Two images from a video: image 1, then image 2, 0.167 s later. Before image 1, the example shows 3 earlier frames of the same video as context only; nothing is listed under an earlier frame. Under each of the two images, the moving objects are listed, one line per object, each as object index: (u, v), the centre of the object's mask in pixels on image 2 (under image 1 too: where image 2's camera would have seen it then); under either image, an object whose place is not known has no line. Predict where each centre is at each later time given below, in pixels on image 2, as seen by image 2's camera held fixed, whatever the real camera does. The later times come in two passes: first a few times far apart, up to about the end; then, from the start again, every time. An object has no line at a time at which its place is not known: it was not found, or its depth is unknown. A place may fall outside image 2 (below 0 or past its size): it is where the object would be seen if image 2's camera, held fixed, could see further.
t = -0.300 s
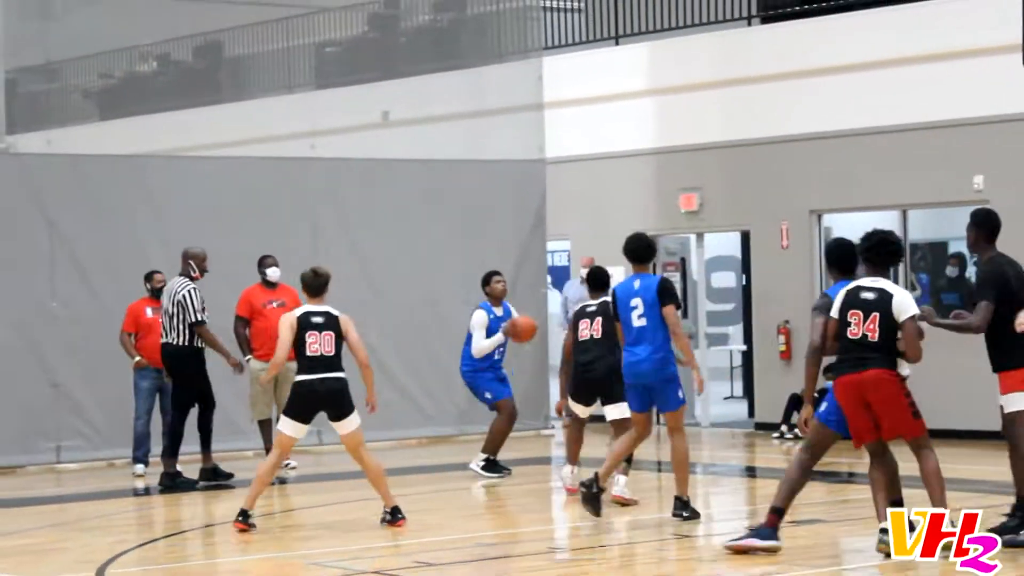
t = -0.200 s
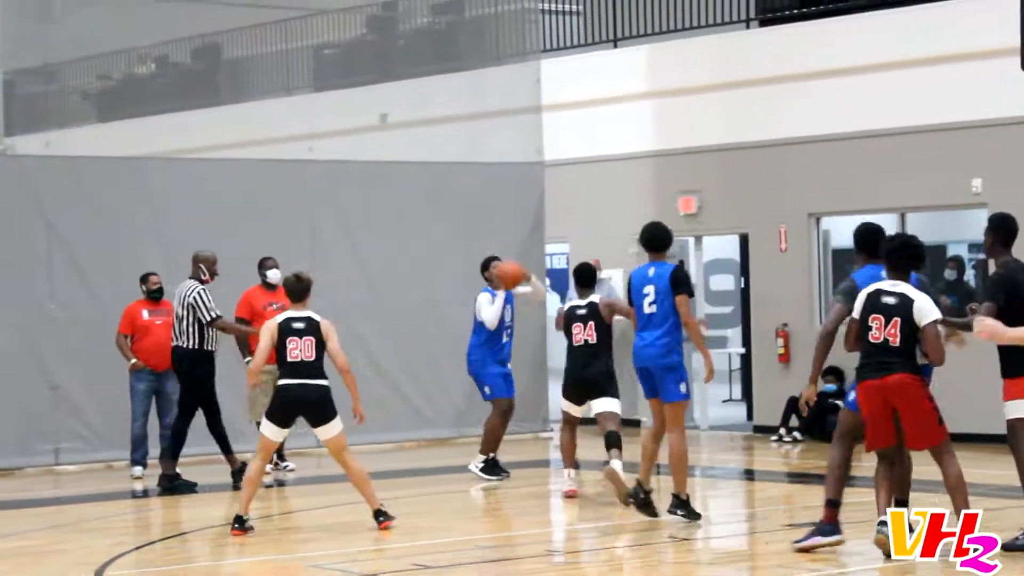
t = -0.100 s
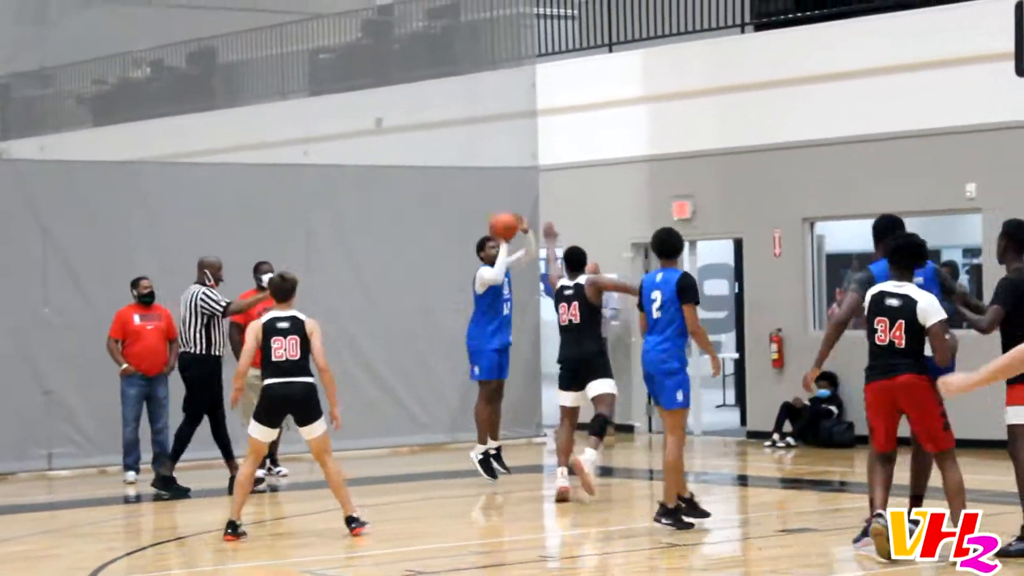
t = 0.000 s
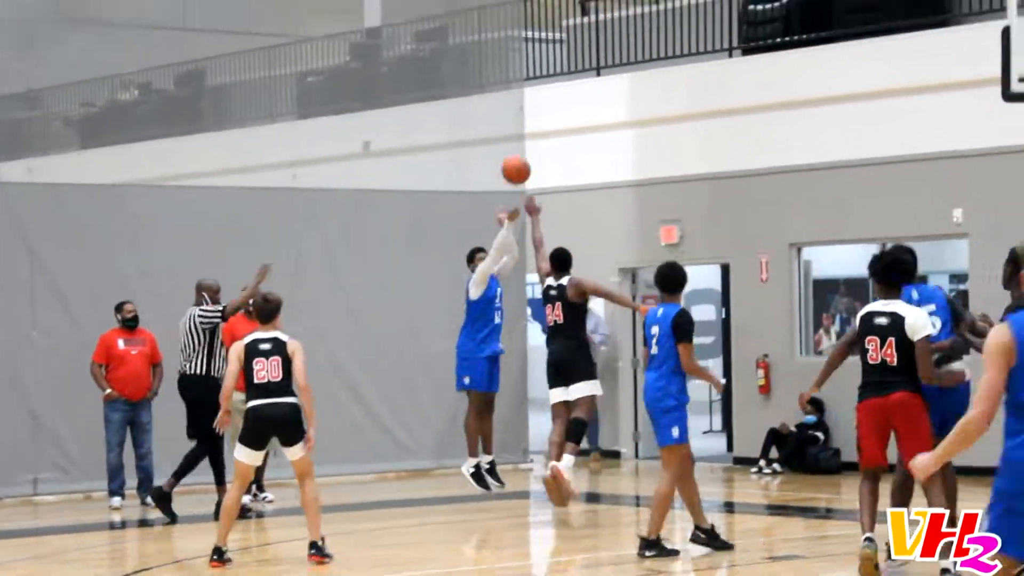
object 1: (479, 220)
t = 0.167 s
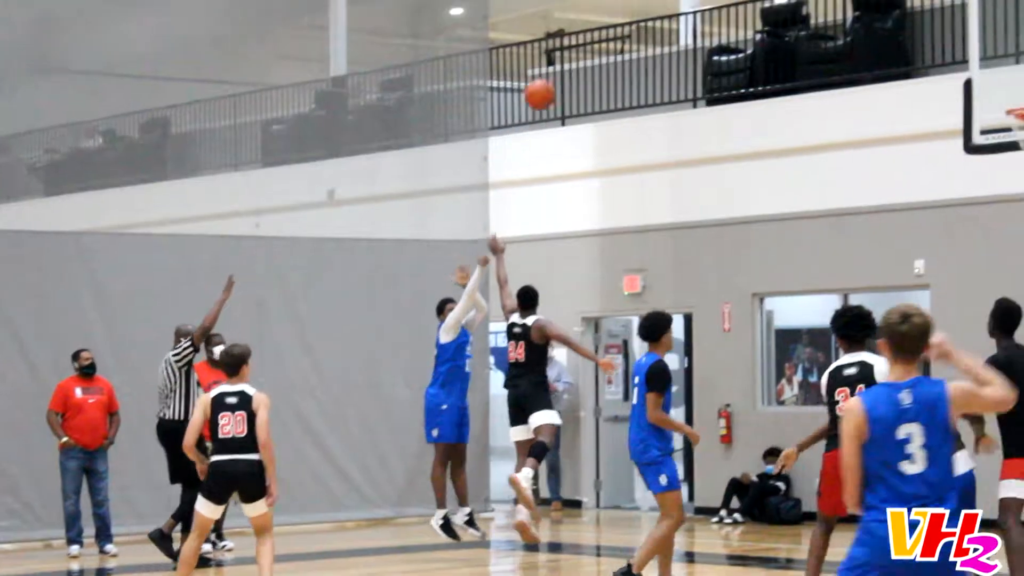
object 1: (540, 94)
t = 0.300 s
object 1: (590, 14)
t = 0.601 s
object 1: (712, -92)
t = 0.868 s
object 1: (842, -91)
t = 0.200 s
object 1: (552, 73)
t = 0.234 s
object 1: (564, 52)
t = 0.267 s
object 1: (577, 33)
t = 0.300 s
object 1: (590, 14)
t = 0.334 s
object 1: (603, -2)
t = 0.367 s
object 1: (616, -18)
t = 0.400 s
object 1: (630, -33)
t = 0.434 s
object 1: (642, -46)
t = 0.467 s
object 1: (655, -58)
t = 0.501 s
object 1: (669, -69)
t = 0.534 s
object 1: (683, -79)
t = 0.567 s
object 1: (698, -86)
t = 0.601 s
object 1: (712, -92)
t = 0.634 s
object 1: (726, -97)
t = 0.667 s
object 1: (741, -101)
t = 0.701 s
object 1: (757, -103)
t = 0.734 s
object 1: (773, -104)
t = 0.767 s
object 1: (790, -105)
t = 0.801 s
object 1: (808, -101)
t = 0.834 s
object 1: (825, -97)
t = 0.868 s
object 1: (842, -91)
